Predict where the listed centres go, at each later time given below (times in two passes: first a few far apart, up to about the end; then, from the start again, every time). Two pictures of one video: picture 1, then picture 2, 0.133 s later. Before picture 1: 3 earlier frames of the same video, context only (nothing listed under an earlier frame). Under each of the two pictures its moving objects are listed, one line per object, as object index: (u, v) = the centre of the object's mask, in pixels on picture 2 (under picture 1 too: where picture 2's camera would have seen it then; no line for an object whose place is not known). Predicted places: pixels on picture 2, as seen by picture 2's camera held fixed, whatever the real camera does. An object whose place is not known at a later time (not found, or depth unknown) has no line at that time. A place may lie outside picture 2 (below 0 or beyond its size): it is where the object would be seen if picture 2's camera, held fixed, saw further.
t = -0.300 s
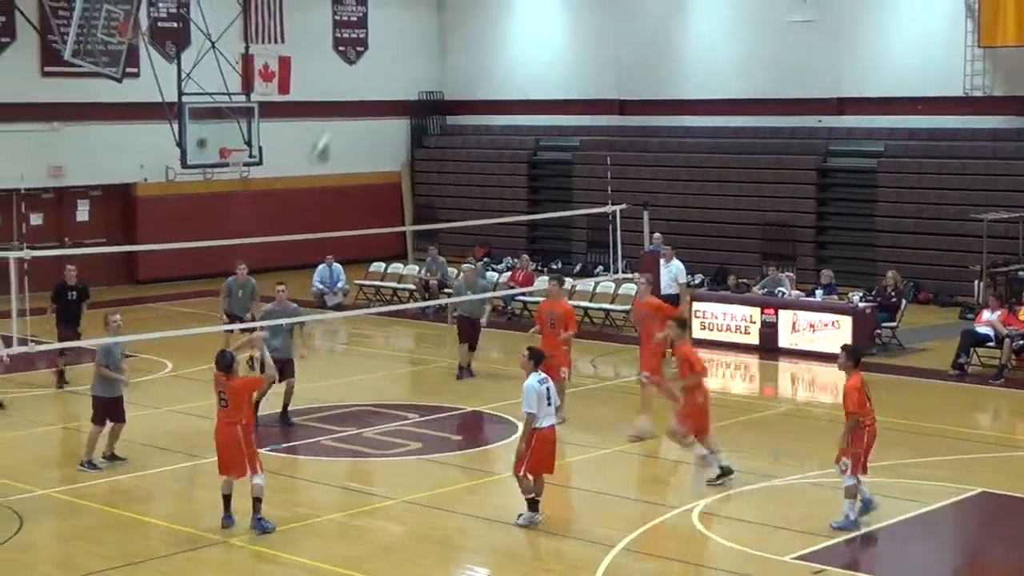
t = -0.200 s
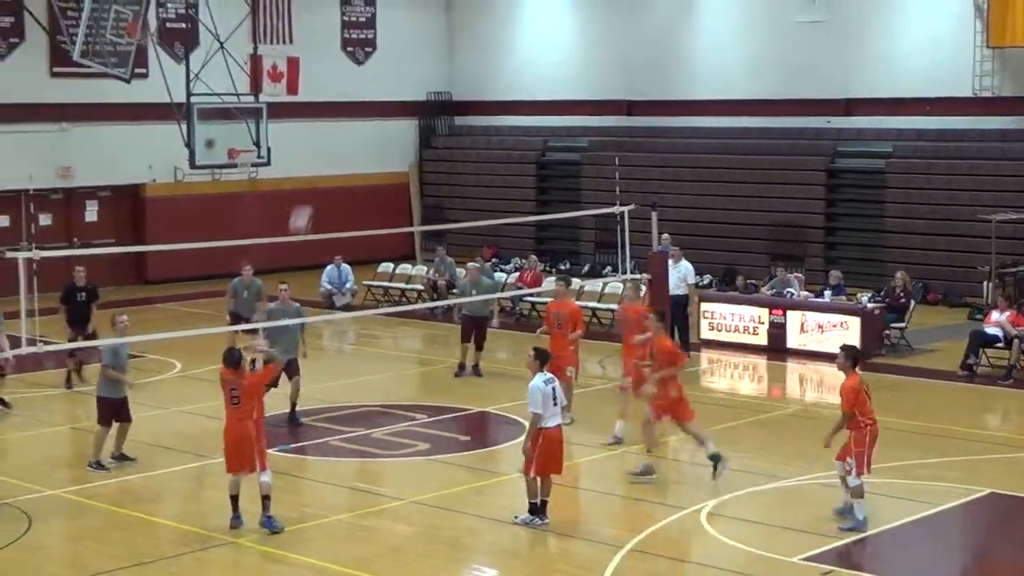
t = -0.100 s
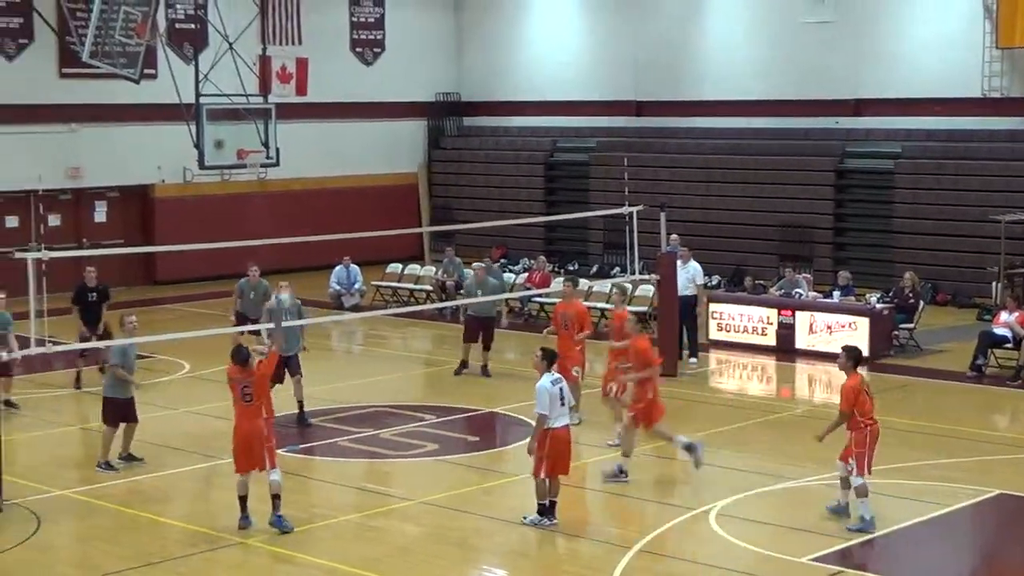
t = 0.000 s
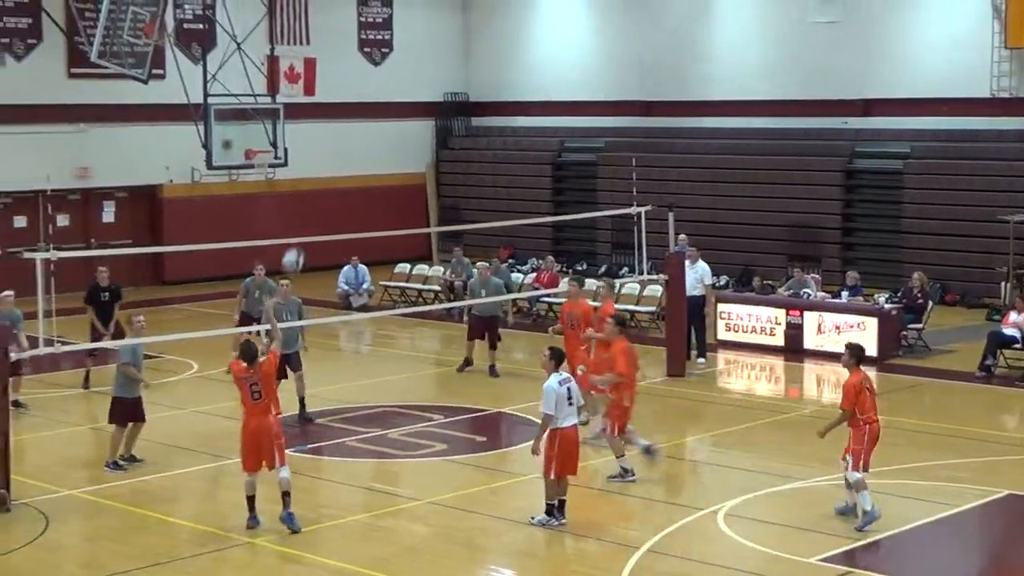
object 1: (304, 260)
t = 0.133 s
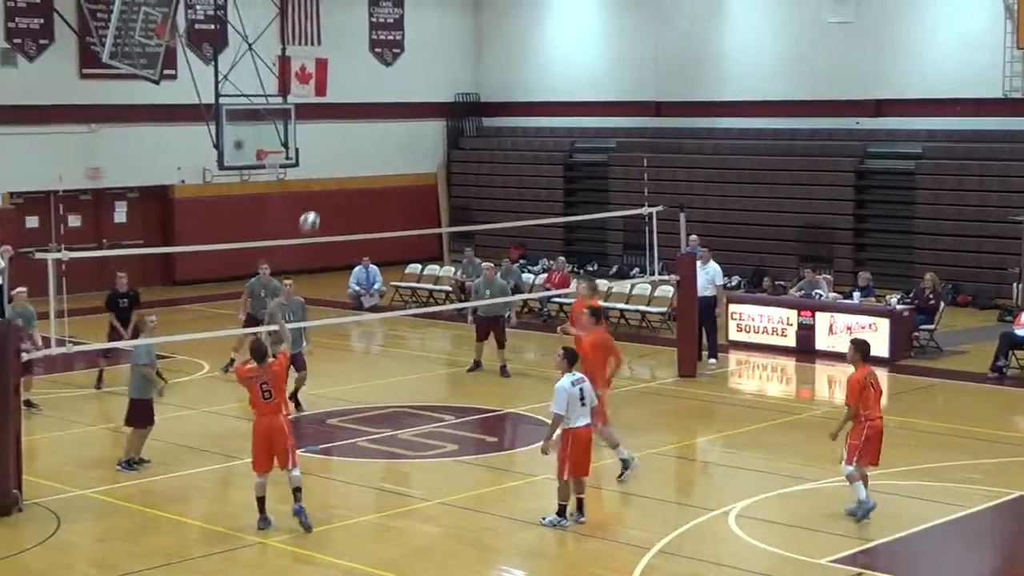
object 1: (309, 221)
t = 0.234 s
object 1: (313, 207)
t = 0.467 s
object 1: (324, 209)
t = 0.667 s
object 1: (331, 248)
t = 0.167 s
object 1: (311, 215)
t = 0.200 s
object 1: (312, 210)
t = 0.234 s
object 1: (313, 207)
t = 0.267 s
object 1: (315, 205)
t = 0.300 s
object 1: (316, 203)
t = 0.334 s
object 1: (318, 202)
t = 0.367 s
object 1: (319, 203)
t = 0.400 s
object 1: (320, 204)
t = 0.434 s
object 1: (322, 206)
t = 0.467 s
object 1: (324, 209)
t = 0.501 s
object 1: (324, 214)
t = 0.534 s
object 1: (326, 219)
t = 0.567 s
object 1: (327, 225)
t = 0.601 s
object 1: (328, 229)
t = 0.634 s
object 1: (329, 239)
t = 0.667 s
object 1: (331, 248)
